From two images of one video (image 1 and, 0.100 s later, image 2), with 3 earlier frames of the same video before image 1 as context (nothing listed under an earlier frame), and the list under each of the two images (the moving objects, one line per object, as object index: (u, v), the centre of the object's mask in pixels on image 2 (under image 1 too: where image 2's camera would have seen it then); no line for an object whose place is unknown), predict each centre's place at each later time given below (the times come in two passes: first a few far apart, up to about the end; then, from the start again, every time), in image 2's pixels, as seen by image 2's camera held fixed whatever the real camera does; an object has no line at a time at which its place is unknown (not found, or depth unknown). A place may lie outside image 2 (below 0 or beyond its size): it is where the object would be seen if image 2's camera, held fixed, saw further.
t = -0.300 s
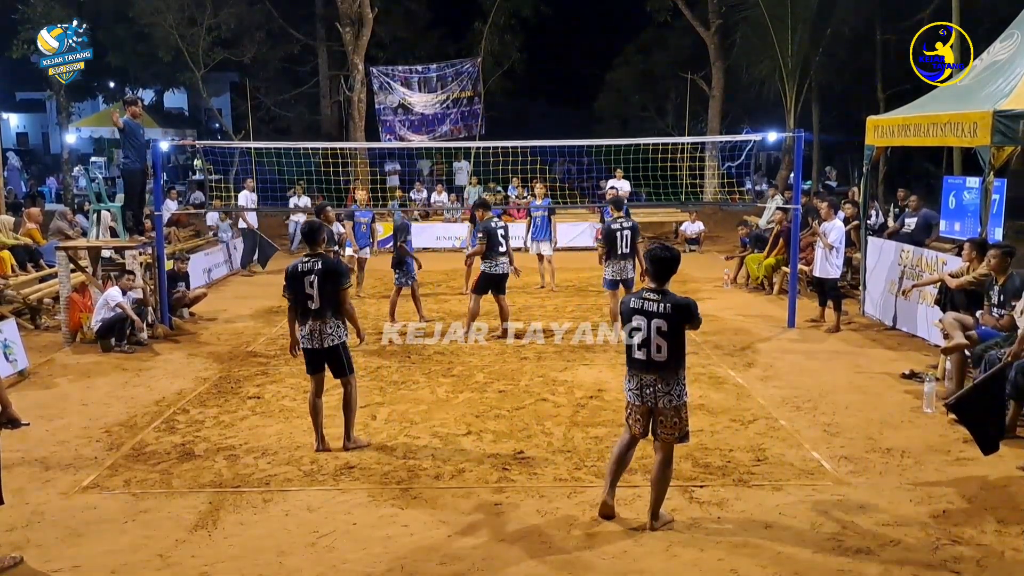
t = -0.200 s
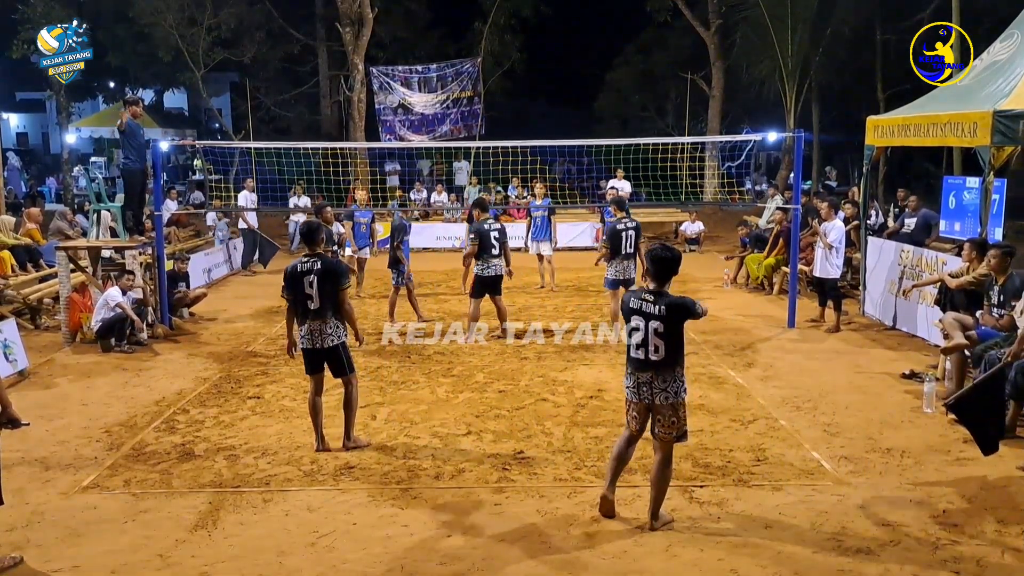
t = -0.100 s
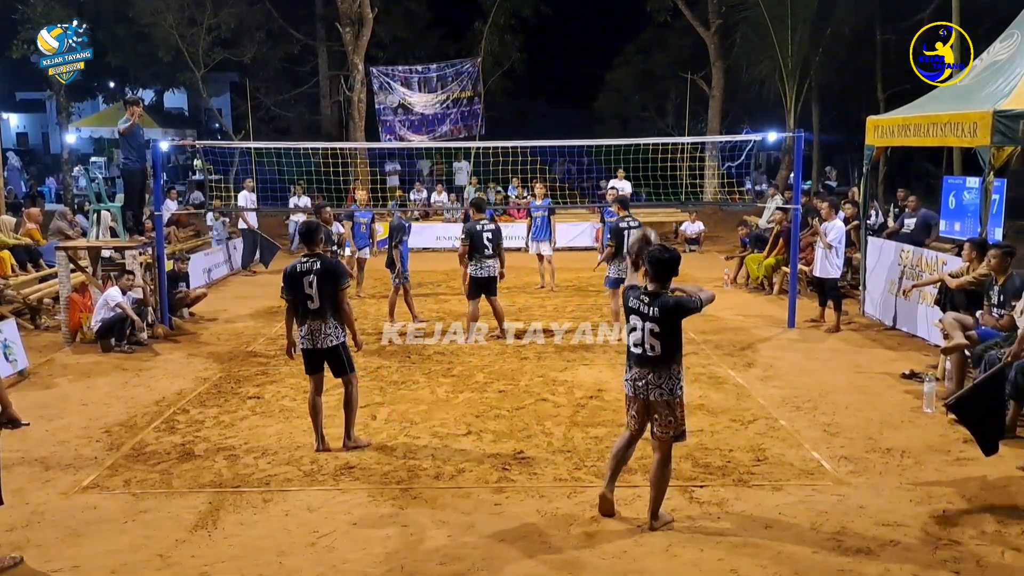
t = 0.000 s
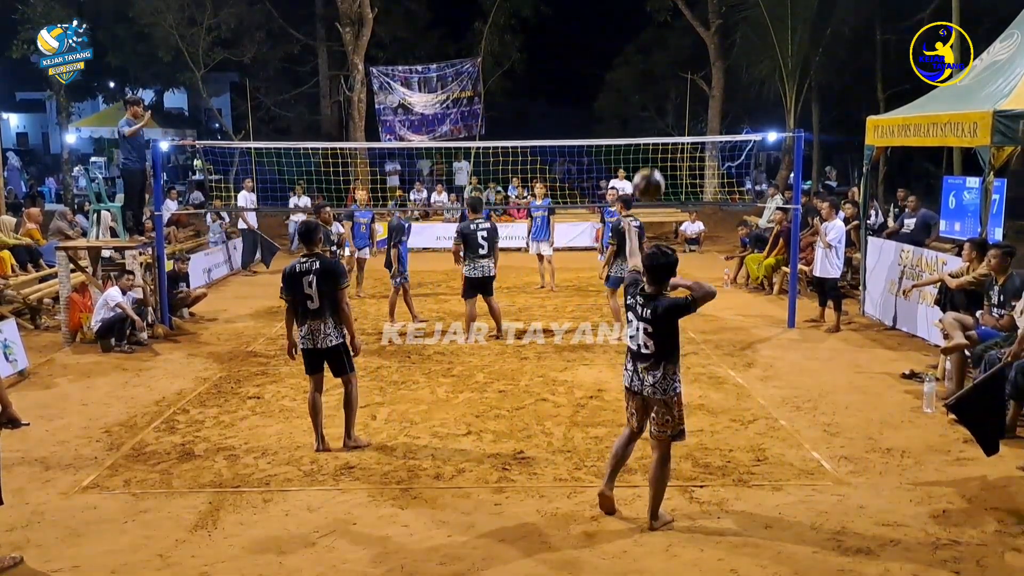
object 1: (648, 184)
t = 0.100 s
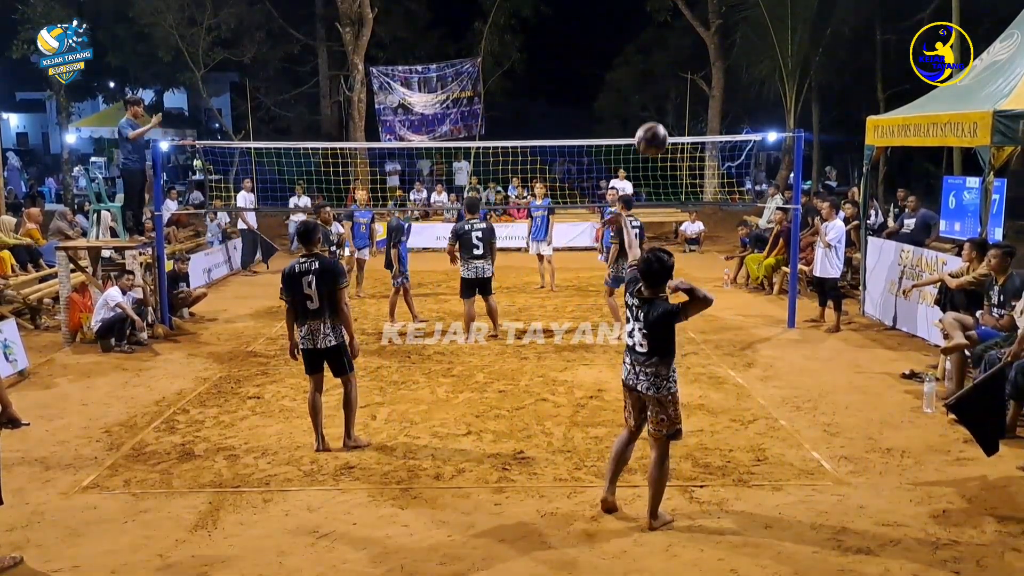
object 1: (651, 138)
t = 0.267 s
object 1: (657, 95)
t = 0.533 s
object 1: (664, 115)
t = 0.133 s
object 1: (653, 126)
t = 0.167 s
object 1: (654, 117)
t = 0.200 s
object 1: (655, 108)
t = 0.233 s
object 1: (656, 101)
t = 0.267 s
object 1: (657, 95)
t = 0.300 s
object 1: (658, 91)
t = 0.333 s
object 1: (659, 89)
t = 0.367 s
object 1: (660, 89)
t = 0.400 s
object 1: (661, 90)
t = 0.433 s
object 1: (662, 93)
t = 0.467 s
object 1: (662, 99)
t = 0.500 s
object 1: (663, 106)
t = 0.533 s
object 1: (664, 115)
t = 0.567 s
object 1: (665, 125)
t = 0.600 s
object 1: (666, 138)
